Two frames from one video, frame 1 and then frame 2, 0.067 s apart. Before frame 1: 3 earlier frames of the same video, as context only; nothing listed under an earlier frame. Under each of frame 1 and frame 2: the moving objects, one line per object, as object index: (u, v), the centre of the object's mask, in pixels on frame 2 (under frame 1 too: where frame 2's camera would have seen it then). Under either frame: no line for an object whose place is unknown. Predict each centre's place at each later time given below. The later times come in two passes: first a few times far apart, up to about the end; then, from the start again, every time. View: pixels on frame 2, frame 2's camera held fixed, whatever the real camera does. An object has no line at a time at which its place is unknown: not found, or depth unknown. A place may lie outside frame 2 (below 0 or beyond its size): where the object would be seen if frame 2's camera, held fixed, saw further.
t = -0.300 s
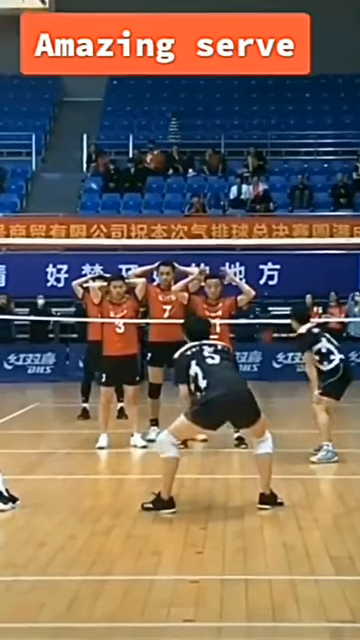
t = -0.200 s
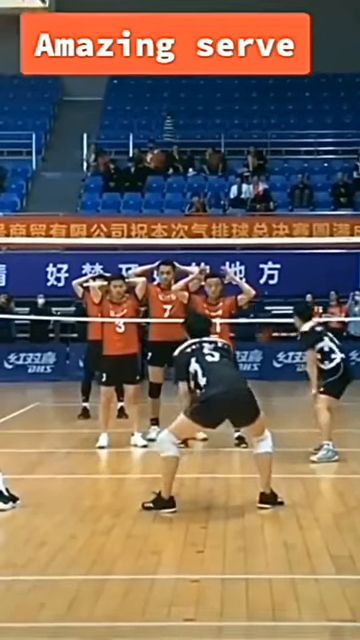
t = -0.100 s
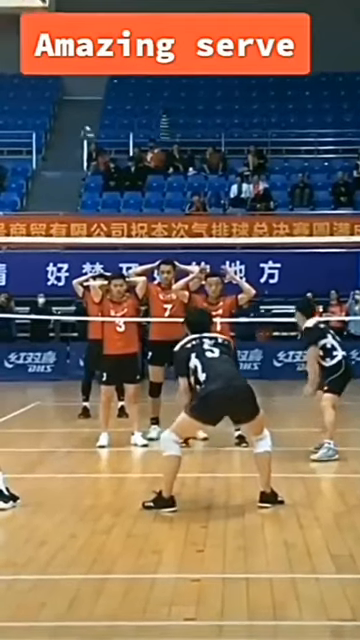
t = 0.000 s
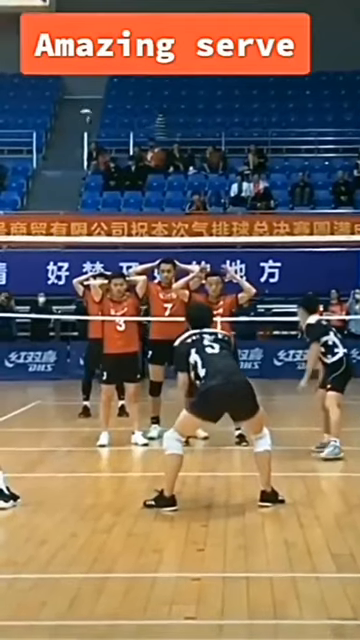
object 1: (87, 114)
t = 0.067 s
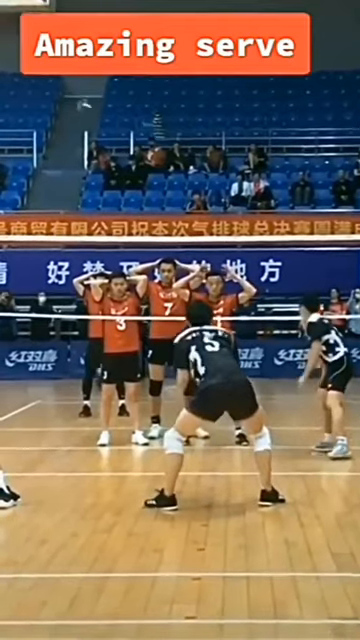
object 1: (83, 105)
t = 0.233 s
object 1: (79, 97)
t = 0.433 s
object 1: (74, 107)
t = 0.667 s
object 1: (68, 147)
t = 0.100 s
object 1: (83, 102)
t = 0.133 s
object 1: (81, 102)
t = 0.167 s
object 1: (80, 99)
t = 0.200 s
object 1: (80, 98)
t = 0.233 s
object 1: (79, 97)
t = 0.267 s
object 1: (77, 97)
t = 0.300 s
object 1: (77, 97)
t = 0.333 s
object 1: (76, 98)
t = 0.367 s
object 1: (77, 101)
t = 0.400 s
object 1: (76, 102)
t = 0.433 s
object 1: (74, 107)
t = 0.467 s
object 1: (74, 111)
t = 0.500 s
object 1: (72, 115)
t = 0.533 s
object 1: (71, 121)
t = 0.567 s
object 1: (71, 126)
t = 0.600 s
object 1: (71, 131)
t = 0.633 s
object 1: (69, 140)
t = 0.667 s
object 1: (68, 147)
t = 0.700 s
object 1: (67, 156)
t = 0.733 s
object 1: (69, 164)
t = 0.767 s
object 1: (67, 174)
